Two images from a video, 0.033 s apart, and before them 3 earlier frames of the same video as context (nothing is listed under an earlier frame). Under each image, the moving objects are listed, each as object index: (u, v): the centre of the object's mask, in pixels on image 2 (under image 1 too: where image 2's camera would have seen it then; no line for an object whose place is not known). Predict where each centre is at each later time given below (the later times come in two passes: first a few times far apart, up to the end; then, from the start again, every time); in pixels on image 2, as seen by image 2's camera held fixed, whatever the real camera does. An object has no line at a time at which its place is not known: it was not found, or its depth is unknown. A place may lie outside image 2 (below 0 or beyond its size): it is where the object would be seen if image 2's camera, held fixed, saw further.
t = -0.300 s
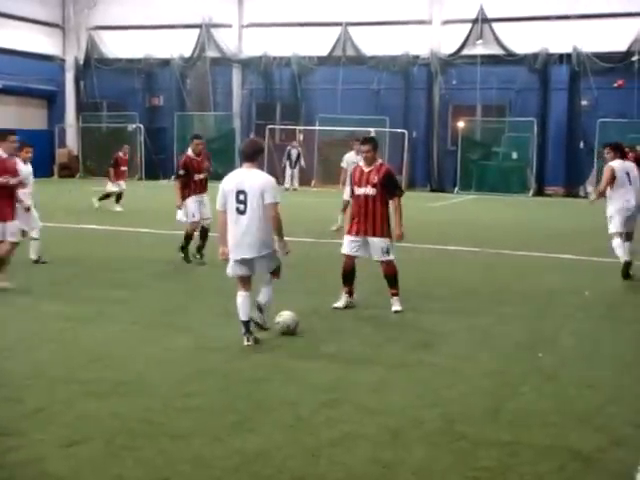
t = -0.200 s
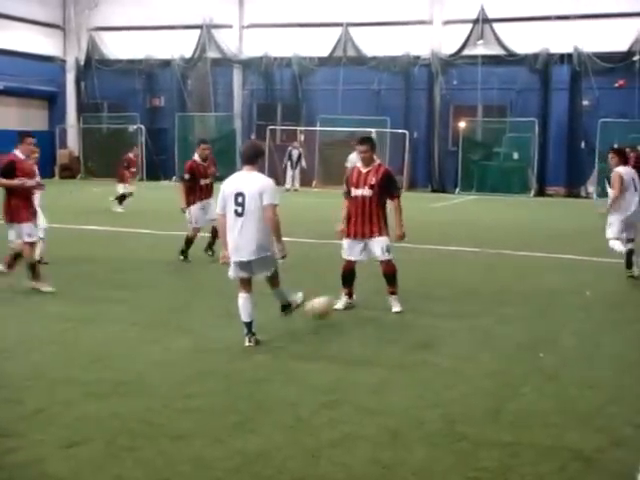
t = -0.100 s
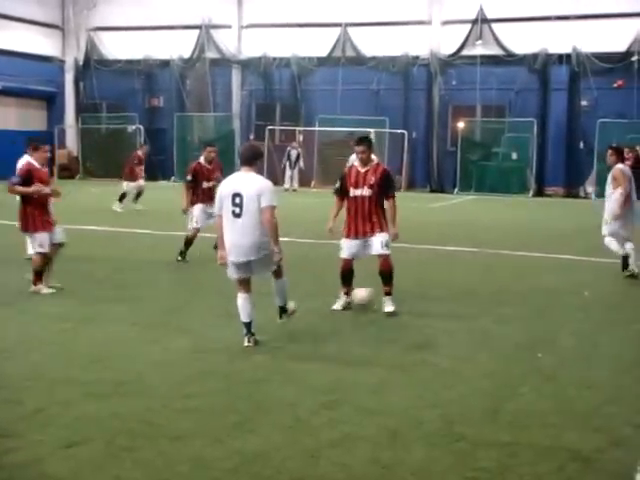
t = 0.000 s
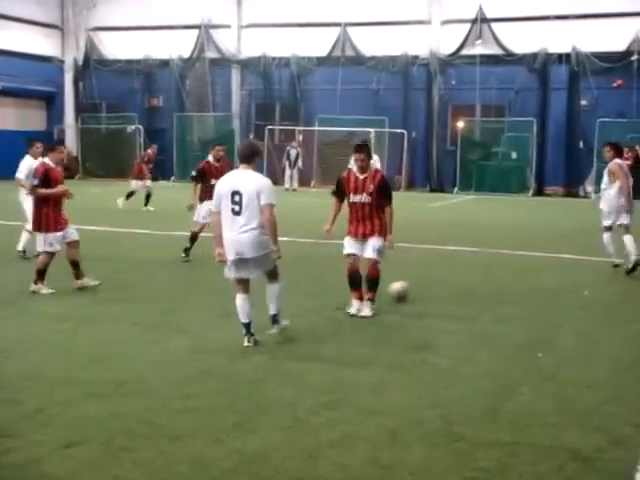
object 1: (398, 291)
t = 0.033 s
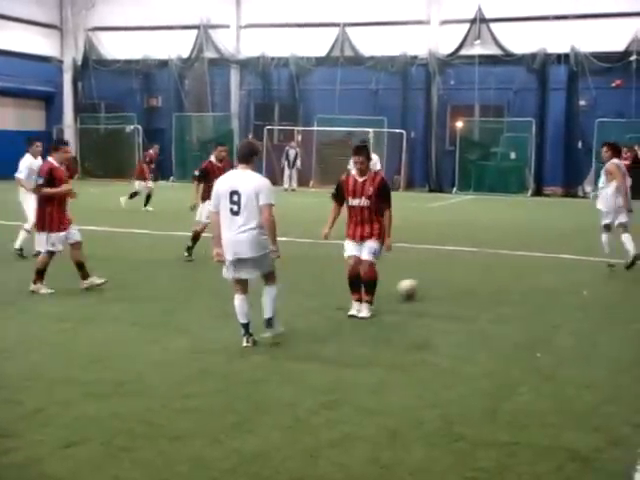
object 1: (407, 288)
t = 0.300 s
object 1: (472, 272)
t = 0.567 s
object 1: (520, 261)
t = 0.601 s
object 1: (525, 260)
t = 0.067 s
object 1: (417, 287)
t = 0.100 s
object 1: (426, 284)
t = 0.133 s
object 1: (434, 281)
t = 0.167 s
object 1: (443, 279)
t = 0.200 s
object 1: (450, 277)
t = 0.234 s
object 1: (458, 275)
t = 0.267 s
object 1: (465, 273)
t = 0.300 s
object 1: (472, 272)
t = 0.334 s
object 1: (479, 270)
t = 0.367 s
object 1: (485, 269)
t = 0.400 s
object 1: (491, 268)
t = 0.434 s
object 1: (497, 266)
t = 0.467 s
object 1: (503, 264)
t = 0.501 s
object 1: (509, 263)
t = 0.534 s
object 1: (514, 262)
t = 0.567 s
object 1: (520, 261)
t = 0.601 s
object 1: (525, 260)
